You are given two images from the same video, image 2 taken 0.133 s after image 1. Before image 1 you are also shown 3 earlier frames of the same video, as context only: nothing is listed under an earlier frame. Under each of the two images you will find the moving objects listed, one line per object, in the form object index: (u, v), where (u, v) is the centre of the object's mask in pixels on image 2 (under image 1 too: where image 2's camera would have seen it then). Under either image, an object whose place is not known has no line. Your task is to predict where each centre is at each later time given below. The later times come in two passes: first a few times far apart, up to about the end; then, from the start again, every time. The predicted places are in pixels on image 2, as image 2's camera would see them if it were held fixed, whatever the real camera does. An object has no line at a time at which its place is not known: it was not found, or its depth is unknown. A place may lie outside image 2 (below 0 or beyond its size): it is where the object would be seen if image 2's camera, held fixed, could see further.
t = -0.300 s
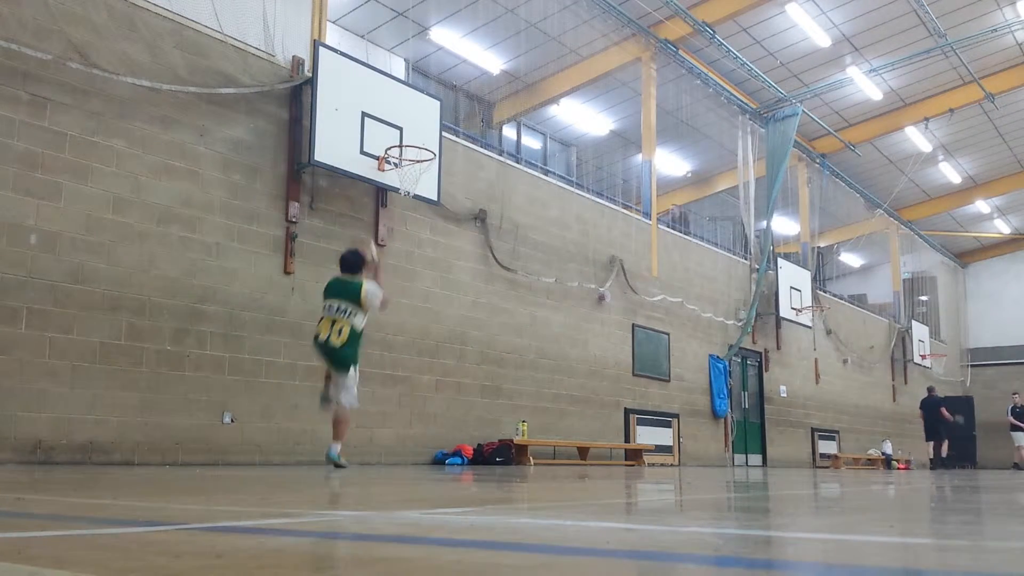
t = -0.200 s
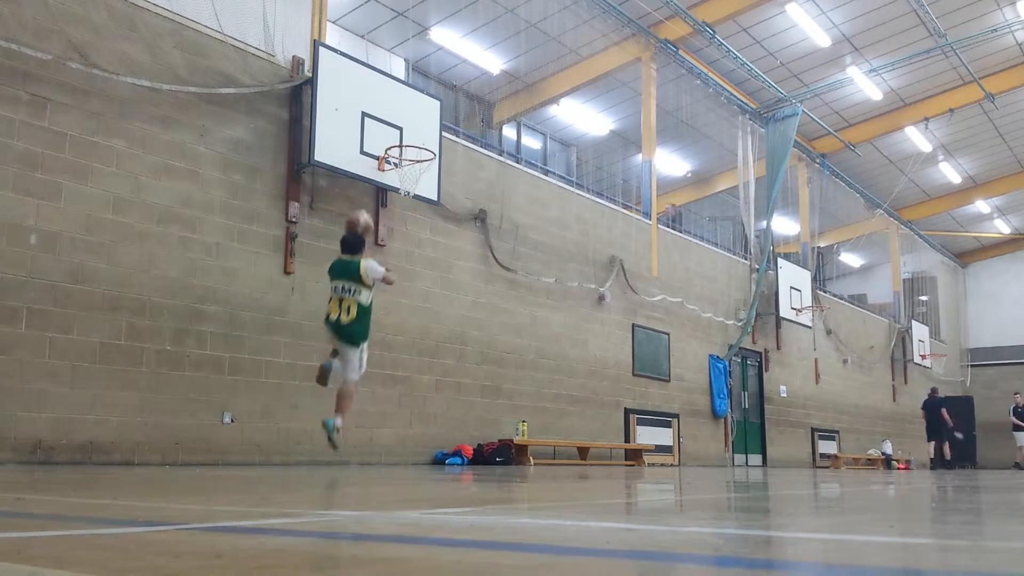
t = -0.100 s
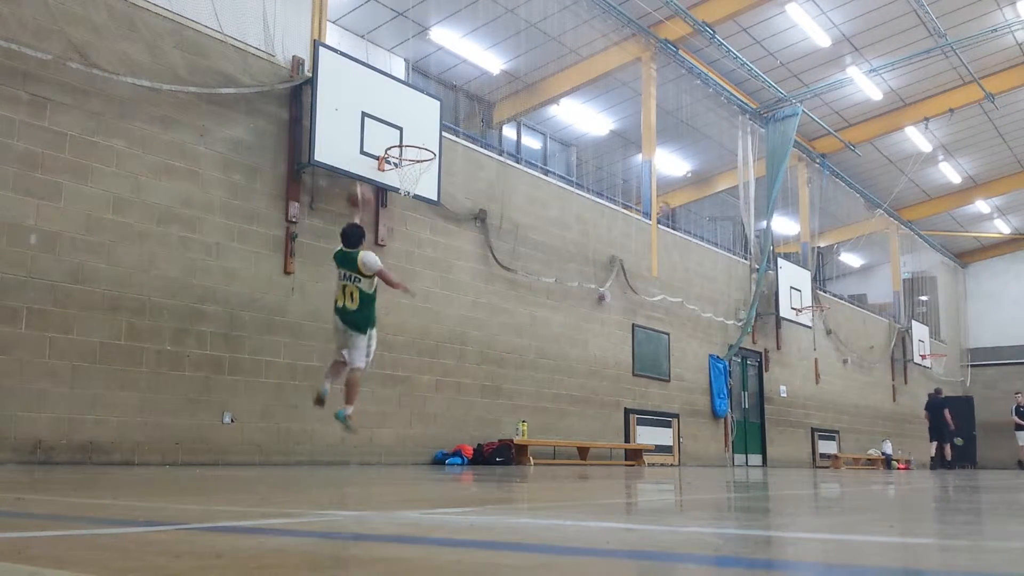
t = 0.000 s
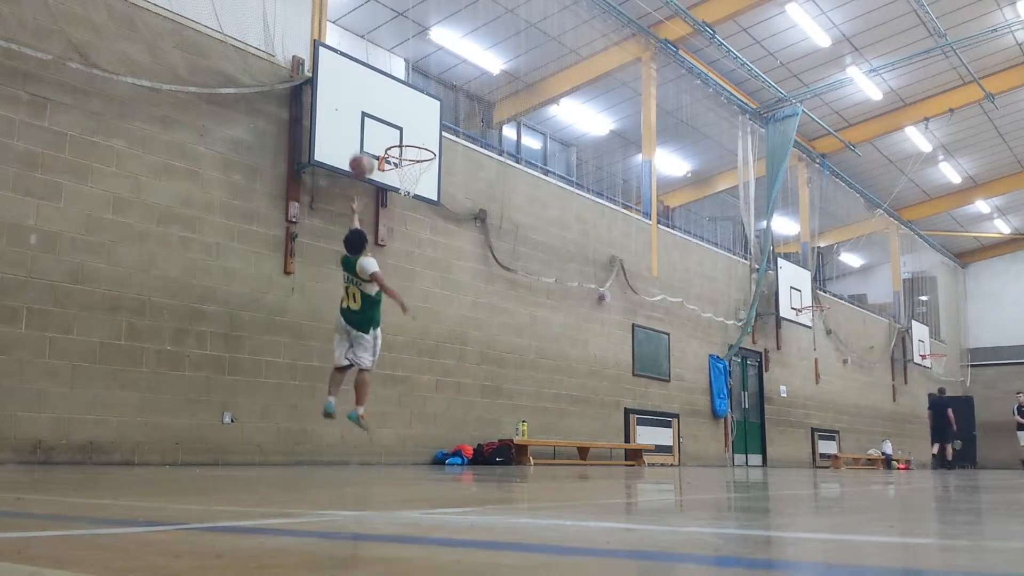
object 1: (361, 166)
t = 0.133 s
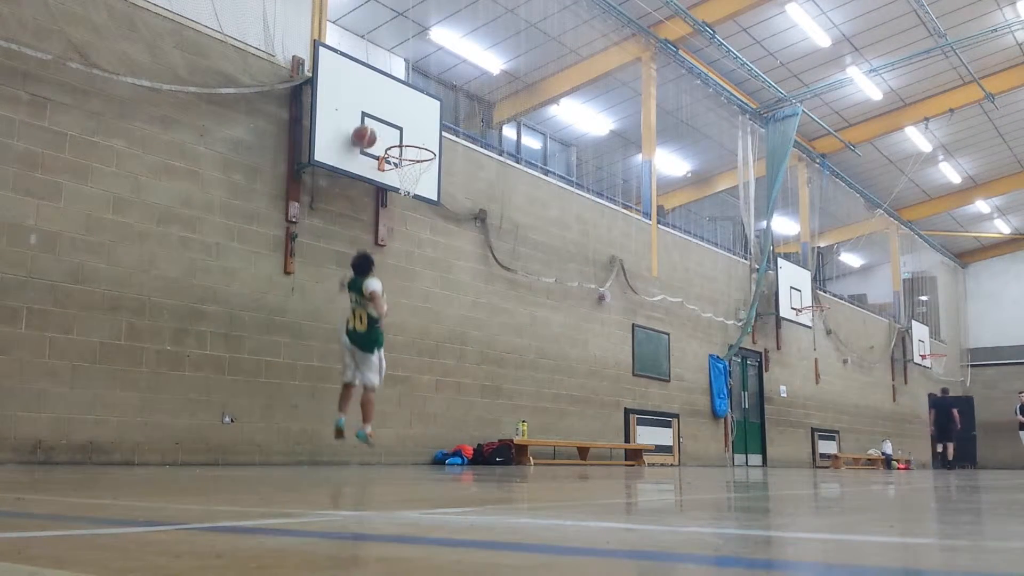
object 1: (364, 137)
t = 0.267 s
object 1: (380, 121)
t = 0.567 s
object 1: (418, 144)
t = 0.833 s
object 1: (409, 175)
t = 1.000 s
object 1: (405, 182)
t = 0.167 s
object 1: (365, 133)
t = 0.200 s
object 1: (371, 128)
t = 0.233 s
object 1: (375, 124)
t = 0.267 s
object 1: (380, 121)
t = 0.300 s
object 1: (385, 120)
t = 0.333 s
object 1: (389, 119)
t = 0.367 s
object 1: (394, 120)
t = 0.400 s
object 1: (398, 121)
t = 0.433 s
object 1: (402, 124)
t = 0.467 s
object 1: (407, 127)
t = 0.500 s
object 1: (411, 132)
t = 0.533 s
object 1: (416, 137)
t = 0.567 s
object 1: (418, 144)
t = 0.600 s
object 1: (417, 148)
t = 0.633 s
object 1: (415, 154)
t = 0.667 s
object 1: (414, 159)
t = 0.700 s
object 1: (413, 166)
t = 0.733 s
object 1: (412, 173)
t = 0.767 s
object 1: (411, 175)
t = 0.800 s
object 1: (410, 175)
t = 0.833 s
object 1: (409, 175)
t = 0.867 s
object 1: (408, 176)
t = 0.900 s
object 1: (408, 176)
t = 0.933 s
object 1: (407, 178)
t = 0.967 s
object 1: (406, 179)
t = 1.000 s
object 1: (405, 182)
